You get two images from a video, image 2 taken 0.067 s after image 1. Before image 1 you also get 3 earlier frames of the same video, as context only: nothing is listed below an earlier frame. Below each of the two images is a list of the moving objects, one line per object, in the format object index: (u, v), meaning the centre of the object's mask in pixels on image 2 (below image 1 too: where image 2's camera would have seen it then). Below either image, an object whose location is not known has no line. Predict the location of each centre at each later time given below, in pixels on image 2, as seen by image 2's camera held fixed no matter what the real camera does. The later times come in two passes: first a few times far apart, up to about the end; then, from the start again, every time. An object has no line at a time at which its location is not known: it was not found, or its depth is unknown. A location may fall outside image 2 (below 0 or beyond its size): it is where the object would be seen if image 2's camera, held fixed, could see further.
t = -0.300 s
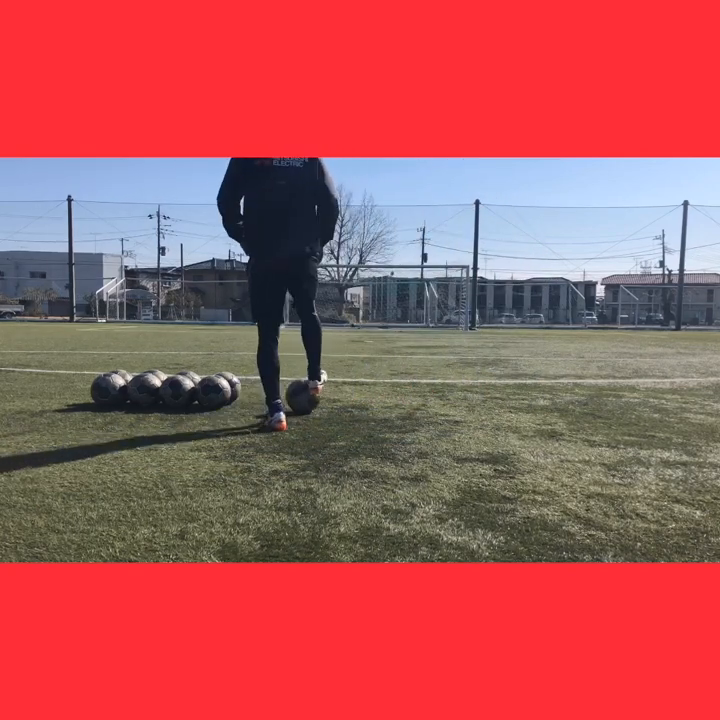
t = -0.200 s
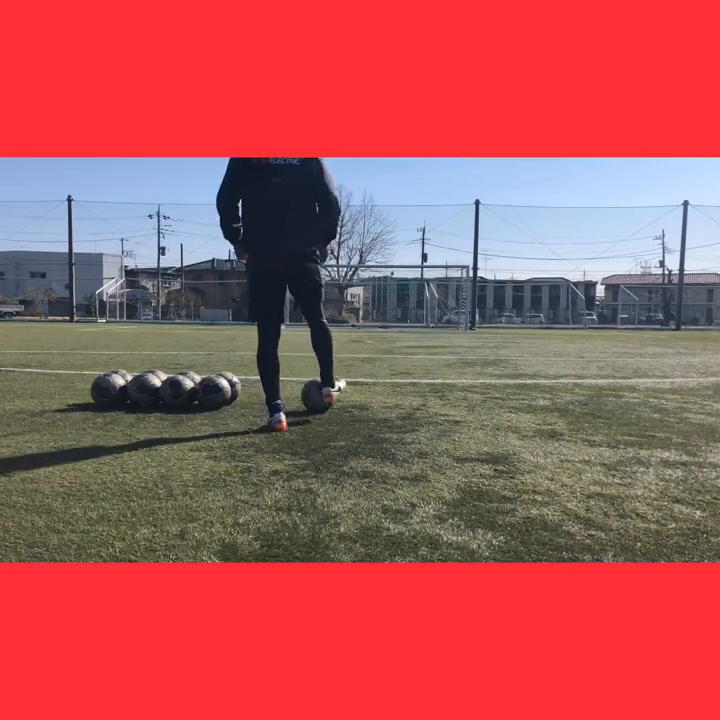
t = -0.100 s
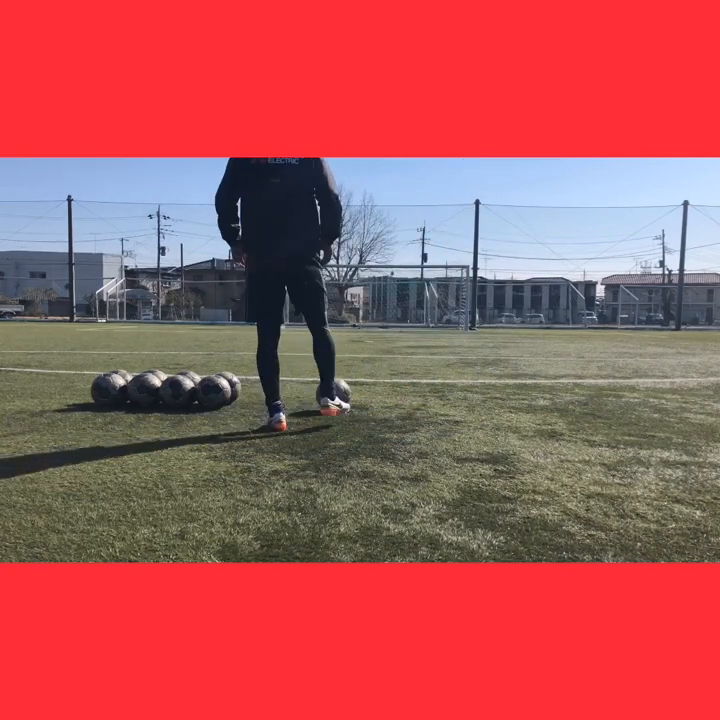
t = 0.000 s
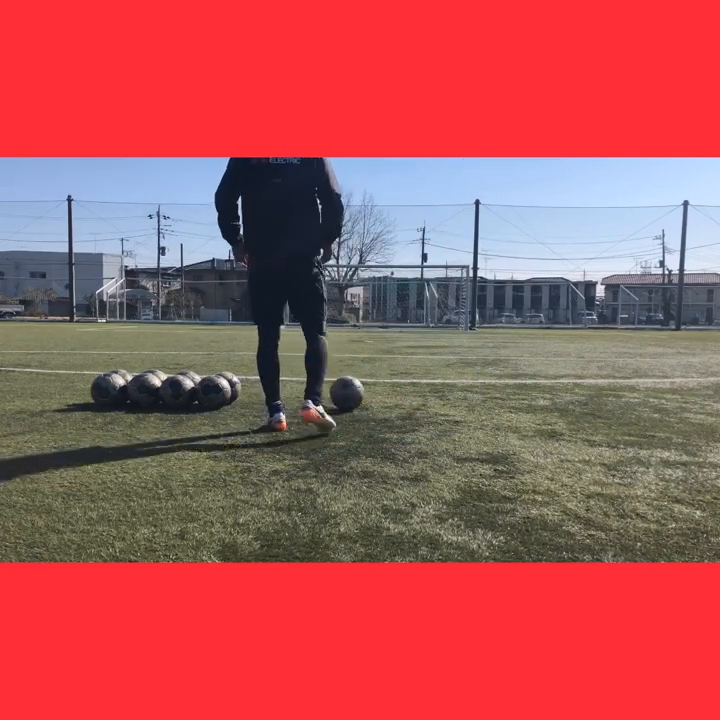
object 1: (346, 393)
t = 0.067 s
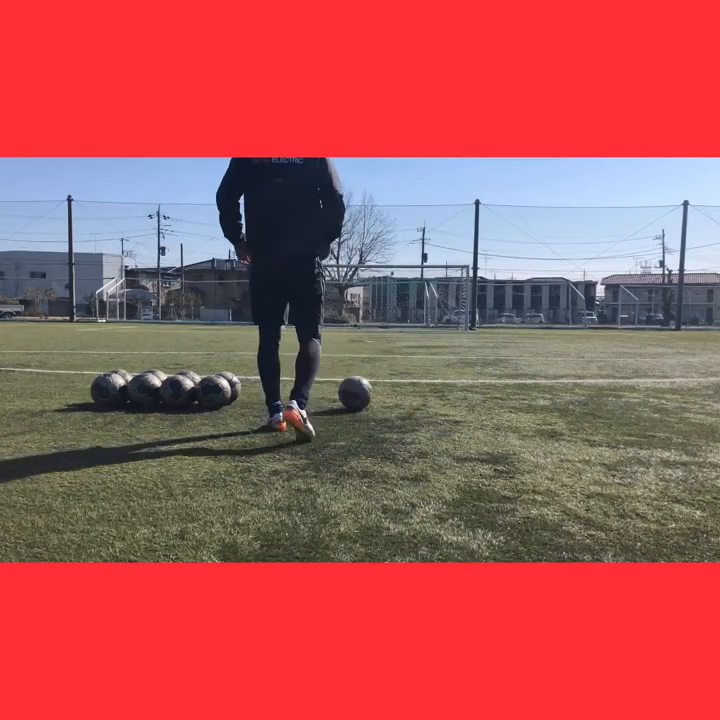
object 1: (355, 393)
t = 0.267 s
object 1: (378, 392)
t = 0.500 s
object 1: (402, 392)
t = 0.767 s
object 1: (426, 391)
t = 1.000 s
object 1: (444, 390)
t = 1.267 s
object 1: (461, 390)
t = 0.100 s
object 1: (359, 393)
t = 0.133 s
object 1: (363, 393)
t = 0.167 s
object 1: (367, 393)
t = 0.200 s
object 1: (371, 393)
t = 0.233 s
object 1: (374, 393)
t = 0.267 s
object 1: (378, 392)
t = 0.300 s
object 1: (382, 393)
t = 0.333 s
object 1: (385, 392)
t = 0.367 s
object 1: (389, 392)
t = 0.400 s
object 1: (392, 392)
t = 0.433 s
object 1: (395, 392)
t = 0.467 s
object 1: (399, 392)
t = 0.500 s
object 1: (402, 392)
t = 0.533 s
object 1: (405, 392)
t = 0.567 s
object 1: (408, 391)
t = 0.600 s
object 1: (411, 391)
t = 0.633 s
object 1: (415, 391)
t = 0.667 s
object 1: (417, 392)
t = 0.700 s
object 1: (420, 391)
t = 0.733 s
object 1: (423, 391)
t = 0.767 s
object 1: (426, 391)
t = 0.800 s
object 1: (429, 391)
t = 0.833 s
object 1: (431, 391)
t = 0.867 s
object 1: (434, 391)
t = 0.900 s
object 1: (436, 391)
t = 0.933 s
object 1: (439, 391)
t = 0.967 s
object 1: (442, 390)
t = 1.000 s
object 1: (444, 390)
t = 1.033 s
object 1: (446, 390)
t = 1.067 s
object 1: (449, 390)
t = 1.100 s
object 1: (451, 390)
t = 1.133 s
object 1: (453, 390)
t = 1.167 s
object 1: (455, 390)
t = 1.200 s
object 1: (457, 390)
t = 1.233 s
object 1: (459, 390)
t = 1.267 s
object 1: (461, 390)
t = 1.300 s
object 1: (463, 390)
